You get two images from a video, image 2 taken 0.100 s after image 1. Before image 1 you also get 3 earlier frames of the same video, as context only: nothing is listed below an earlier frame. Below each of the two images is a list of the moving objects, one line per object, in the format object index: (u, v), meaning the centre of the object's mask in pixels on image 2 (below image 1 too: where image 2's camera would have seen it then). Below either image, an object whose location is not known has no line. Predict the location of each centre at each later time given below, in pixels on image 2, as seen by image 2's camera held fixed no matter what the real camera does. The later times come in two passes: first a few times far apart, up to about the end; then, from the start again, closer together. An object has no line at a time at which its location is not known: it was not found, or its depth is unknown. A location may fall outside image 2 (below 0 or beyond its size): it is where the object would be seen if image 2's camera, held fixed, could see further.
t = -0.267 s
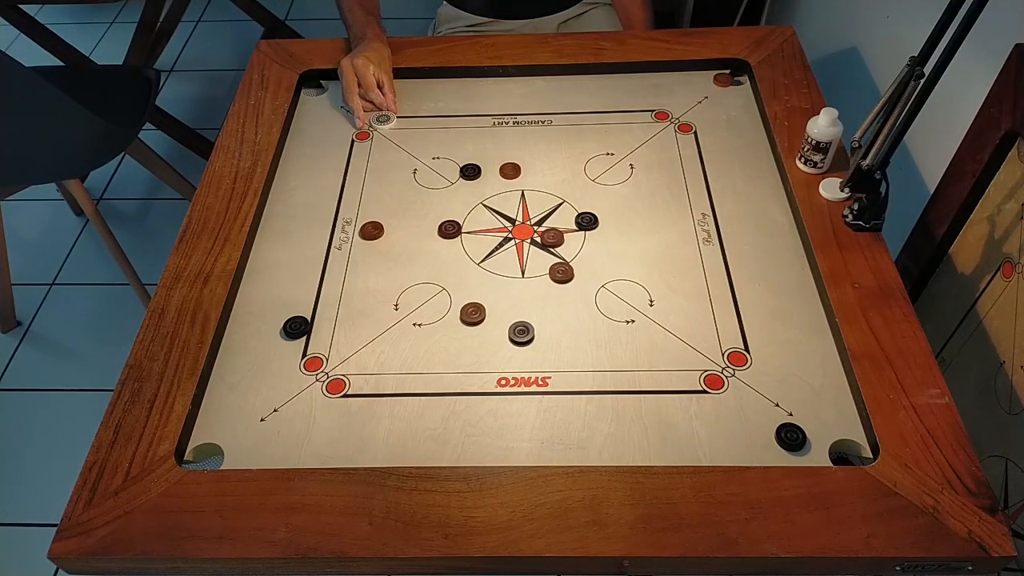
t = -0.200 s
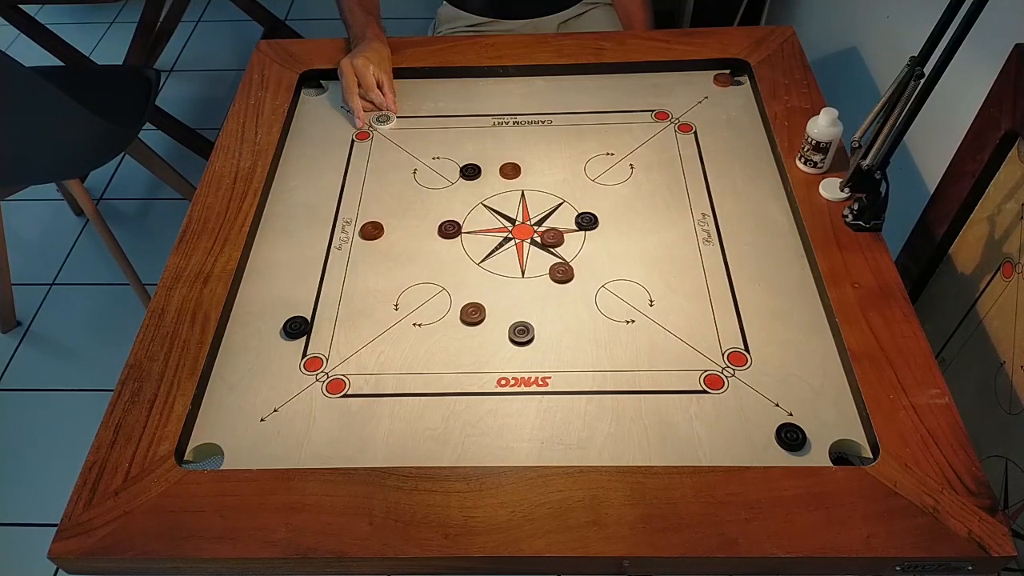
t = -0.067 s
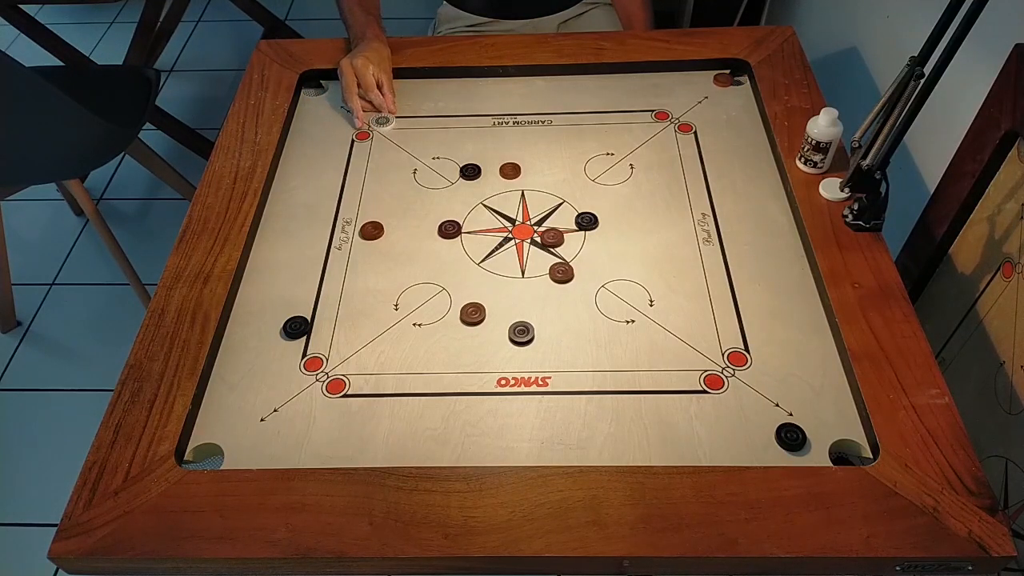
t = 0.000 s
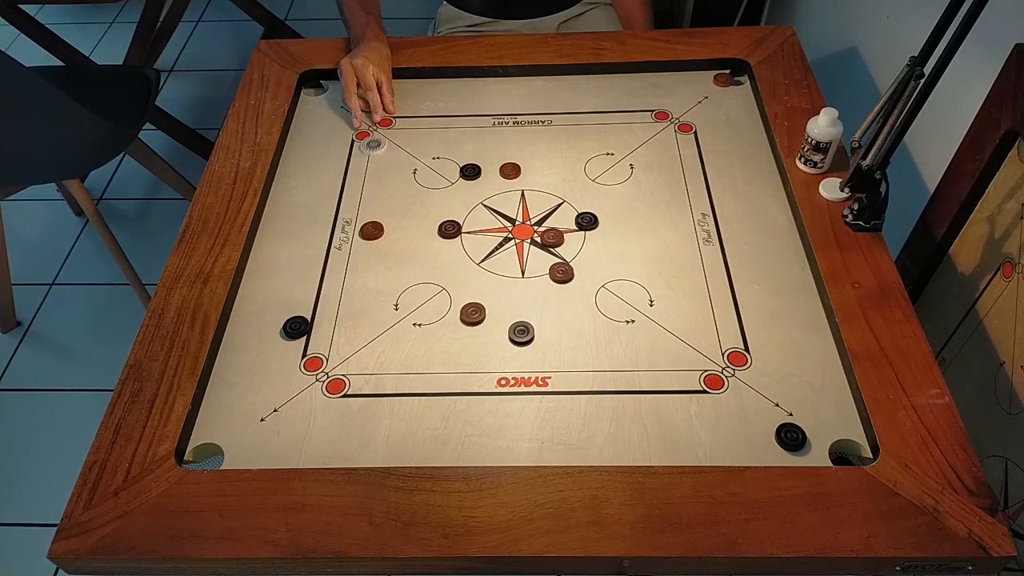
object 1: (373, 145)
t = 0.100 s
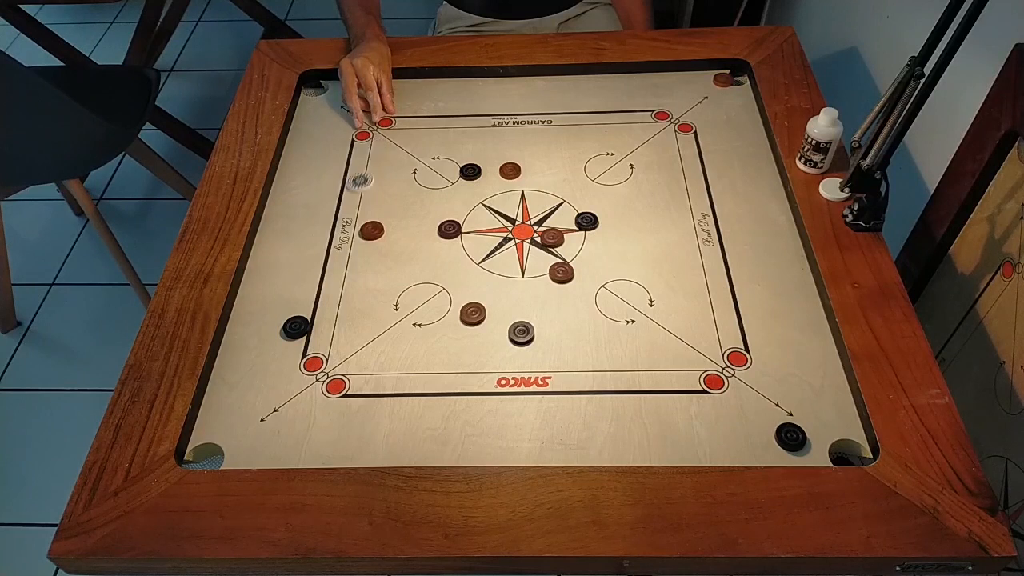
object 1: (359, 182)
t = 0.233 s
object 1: (341, 230)
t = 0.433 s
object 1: (315, 300)
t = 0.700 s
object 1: (308, 340)
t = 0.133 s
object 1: (355, 194)
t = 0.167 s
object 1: (350, 206)
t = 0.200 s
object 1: (345, 218)
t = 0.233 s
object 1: (341, 230)
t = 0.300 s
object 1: (332, 254)
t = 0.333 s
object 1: (328, 265)
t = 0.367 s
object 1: (324, 277)
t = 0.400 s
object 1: (320, 288)
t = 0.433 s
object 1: (315, 300)
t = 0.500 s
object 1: (311, 315)
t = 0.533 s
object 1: (311, 321)
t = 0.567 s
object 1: (311, 326)
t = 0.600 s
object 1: (310, 331)
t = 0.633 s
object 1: (309, 335)
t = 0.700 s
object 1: (308, 340)
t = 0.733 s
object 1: (308, 342)
